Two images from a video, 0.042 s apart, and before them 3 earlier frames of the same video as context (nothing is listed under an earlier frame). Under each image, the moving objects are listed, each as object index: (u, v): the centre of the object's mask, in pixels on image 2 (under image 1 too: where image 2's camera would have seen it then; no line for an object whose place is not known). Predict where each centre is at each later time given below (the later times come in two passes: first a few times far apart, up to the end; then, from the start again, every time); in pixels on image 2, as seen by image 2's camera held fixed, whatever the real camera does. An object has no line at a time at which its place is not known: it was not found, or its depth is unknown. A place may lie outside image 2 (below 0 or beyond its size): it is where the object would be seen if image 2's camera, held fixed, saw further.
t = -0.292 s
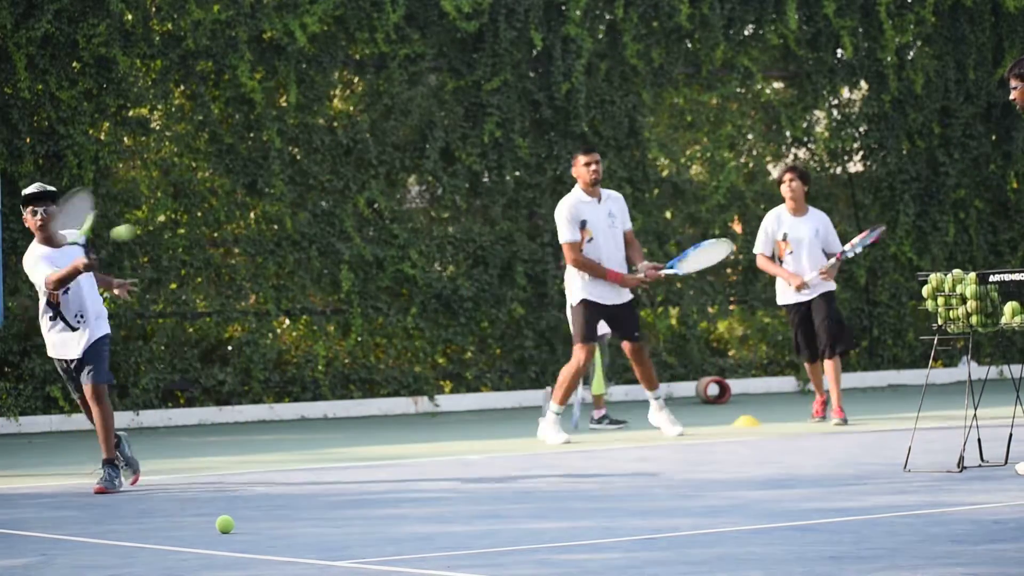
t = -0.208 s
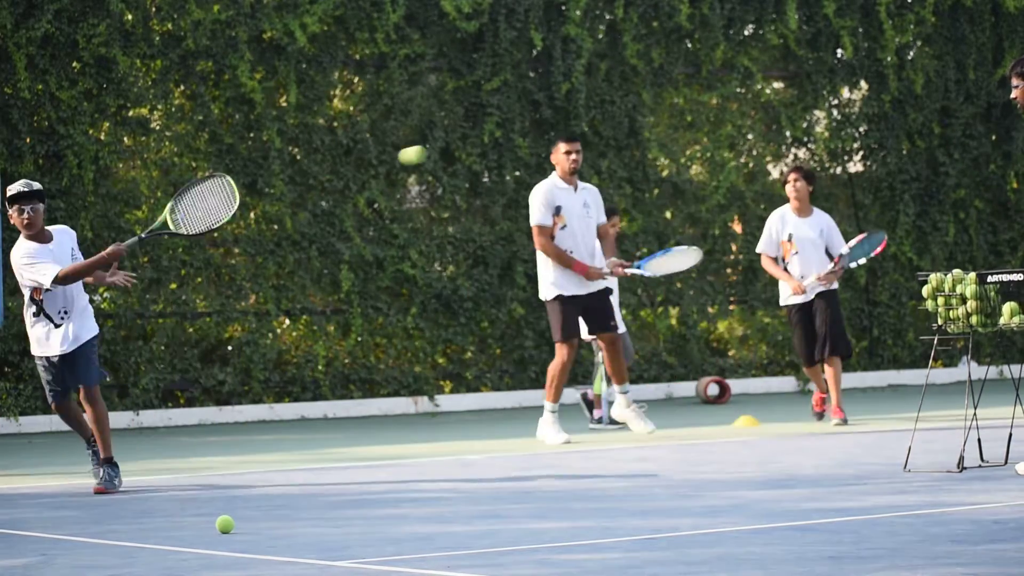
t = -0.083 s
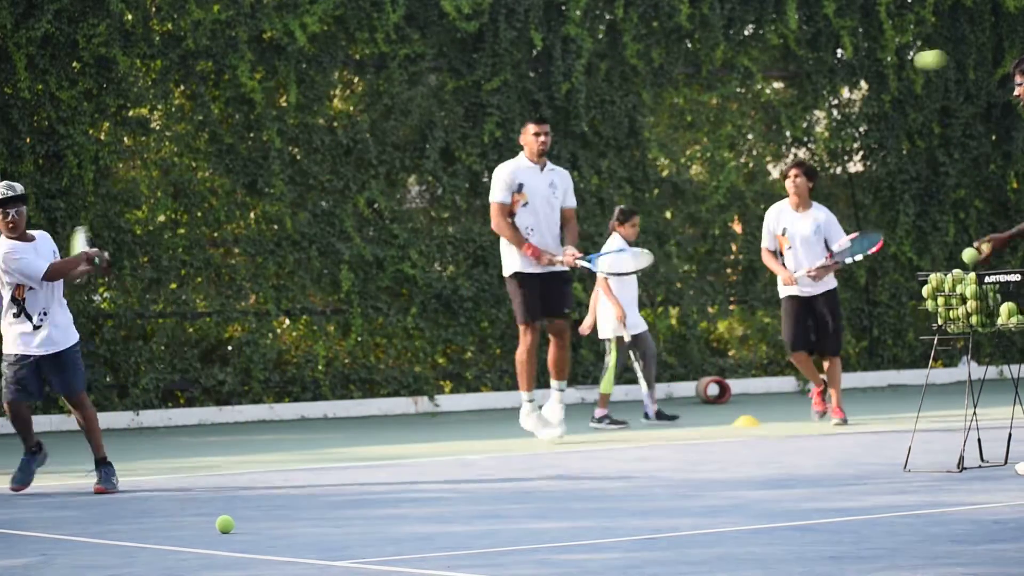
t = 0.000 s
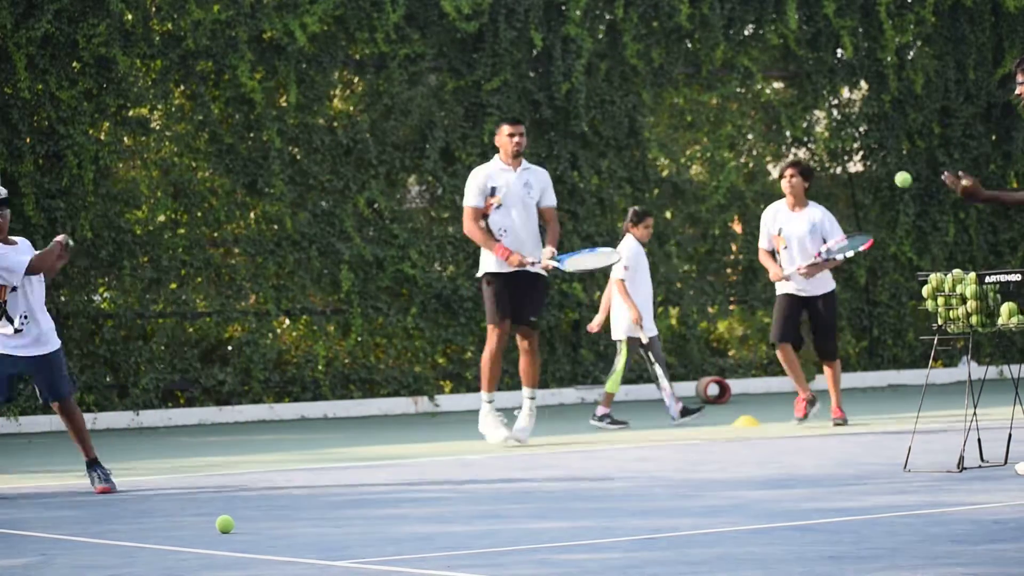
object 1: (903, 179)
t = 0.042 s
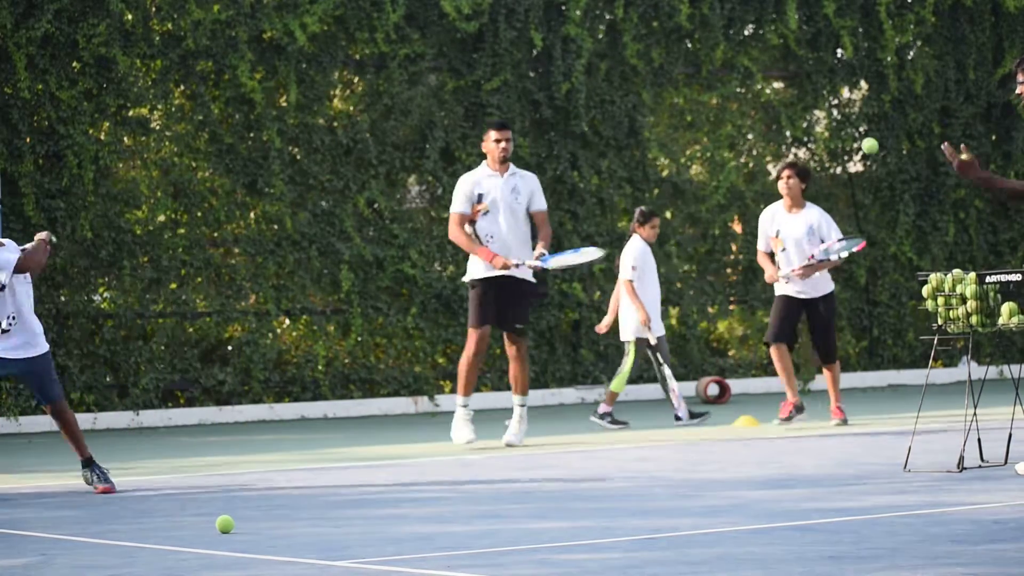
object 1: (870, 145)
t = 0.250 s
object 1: (705, 38)
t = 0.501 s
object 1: (513, 43)
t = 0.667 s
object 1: (387, 128)
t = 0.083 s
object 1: (836, 116)
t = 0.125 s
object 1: (804, 90)
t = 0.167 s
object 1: (771, 69)
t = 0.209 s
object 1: (738, 51)
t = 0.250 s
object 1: (705, 38)
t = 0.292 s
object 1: (672, 29)
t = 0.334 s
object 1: (640, 23)
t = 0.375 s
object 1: (608, 22)
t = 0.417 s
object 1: (576, 25)
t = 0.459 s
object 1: (544, 32)
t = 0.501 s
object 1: (513, 43)
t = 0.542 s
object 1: (481, 58)
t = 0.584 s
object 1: (450, 77)
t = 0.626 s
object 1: (418, 101)
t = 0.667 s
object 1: (387, 128)
